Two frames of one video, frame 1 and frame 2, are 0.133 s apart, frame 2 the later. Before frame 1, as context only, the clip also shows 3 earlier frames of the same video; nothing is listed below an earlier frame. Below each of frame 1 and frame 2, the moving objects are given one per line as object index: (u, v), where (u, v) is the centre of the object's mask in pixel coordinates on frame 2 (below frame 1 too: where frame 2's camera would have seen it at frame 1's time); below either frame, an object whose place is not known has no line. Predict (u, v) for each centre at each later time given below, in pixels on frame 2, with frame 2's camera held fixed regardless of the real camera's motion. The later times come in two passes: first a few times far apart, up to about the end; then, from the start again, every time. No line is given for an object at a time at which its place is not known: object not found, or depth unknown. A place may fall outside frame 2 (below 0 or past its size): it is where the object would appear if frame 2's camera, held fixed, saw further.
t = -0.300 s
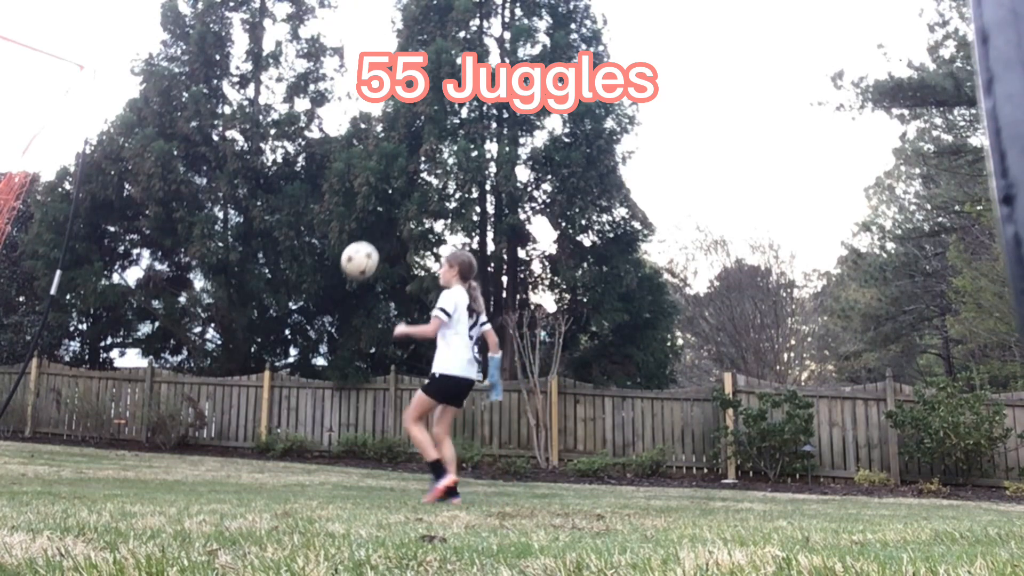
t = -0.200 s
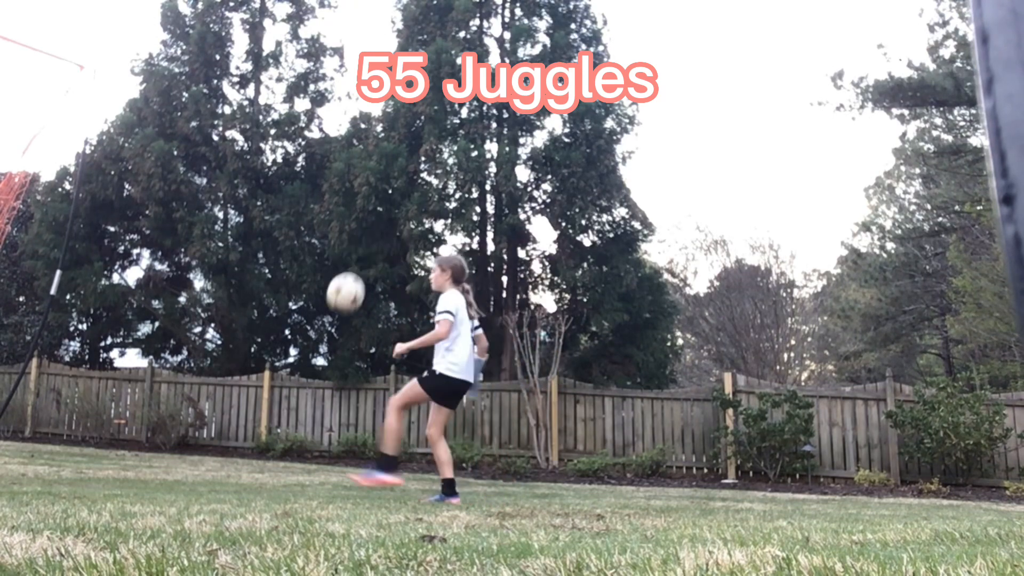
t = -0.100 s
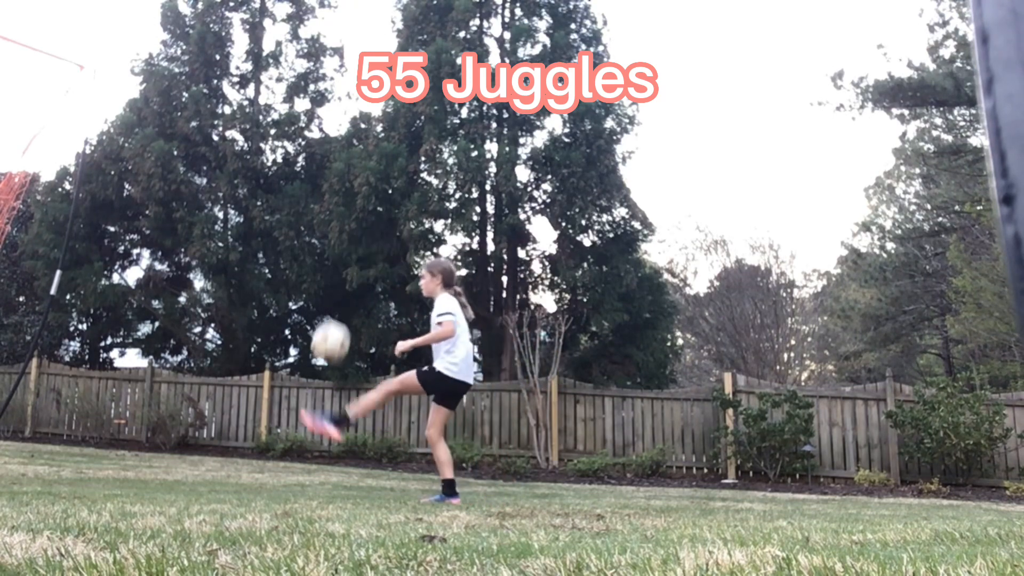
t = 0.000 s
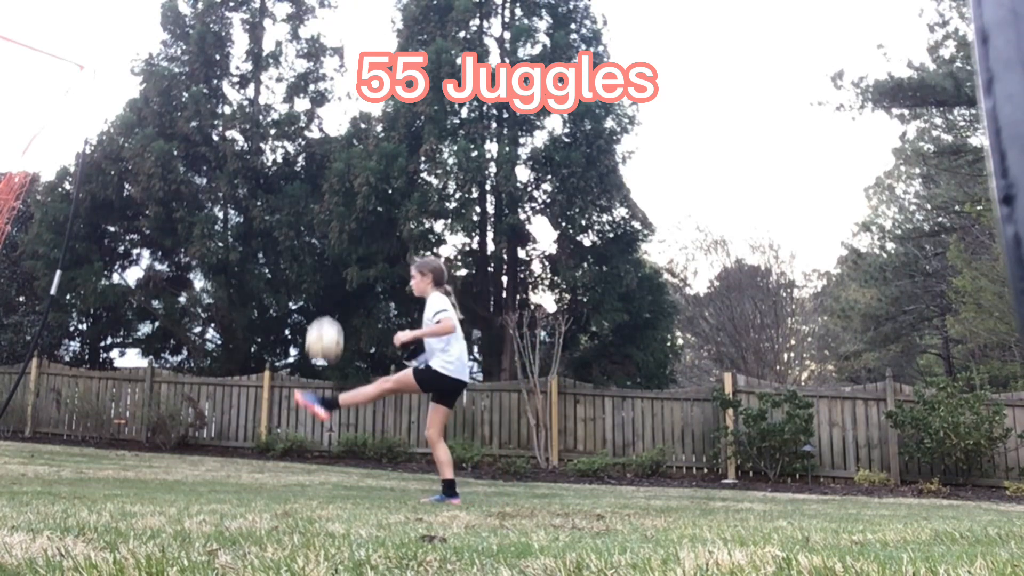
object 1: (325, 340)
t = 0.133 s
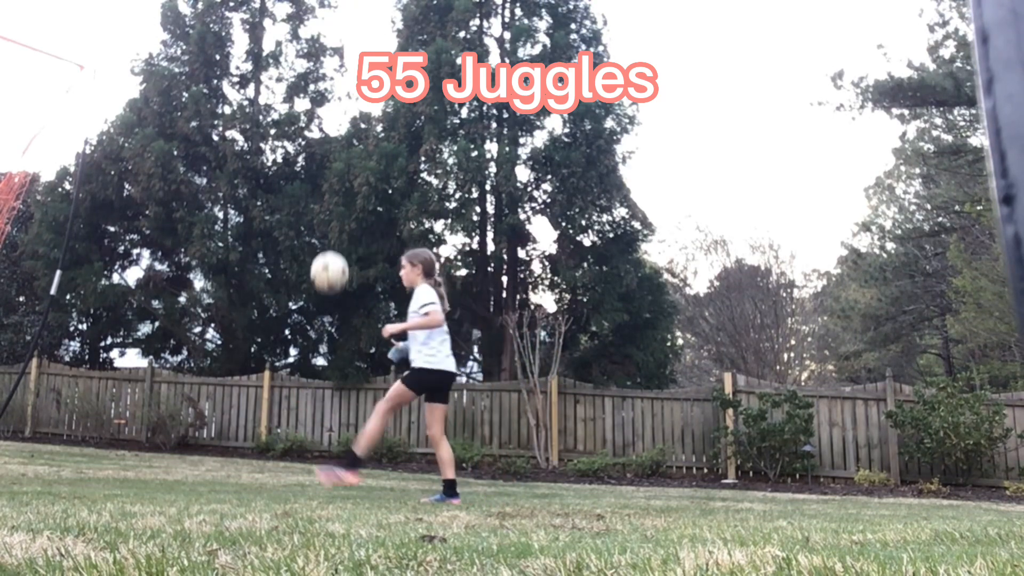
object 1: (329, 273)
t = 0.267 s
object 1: (333, 234)
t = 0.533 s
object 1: (335, 243)
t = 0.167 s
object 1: (330, 260)
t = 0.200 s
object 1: (331, 250)
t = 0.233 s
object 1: (332, 241)
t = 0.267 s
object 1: (333, 234)
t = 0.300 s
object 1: (333, 229)
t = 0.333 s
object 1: (334, 226)
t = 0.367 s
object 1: (334, 225)
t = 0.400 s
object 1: (334, 225)
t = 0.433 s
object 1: (335, 227)
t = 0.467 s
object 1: (335, 231)
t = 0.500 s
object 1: (335, 236)
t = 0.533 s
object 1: (335, 243)
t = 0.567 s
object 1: (334, 252)
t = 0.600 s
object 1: (334, 263)
